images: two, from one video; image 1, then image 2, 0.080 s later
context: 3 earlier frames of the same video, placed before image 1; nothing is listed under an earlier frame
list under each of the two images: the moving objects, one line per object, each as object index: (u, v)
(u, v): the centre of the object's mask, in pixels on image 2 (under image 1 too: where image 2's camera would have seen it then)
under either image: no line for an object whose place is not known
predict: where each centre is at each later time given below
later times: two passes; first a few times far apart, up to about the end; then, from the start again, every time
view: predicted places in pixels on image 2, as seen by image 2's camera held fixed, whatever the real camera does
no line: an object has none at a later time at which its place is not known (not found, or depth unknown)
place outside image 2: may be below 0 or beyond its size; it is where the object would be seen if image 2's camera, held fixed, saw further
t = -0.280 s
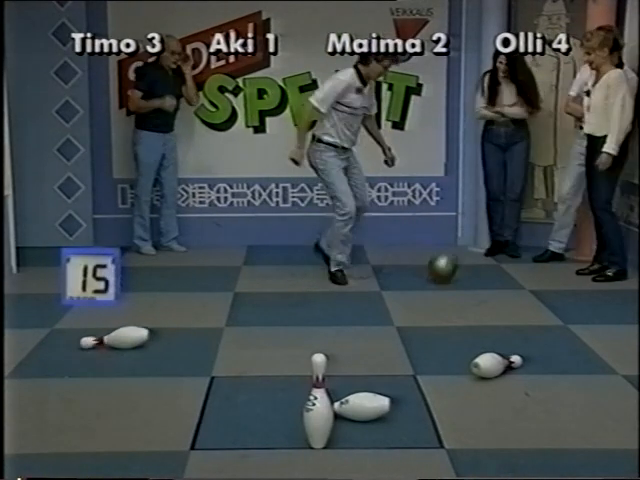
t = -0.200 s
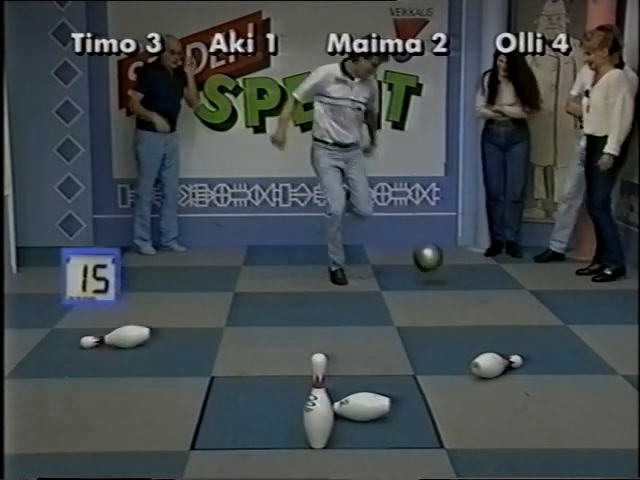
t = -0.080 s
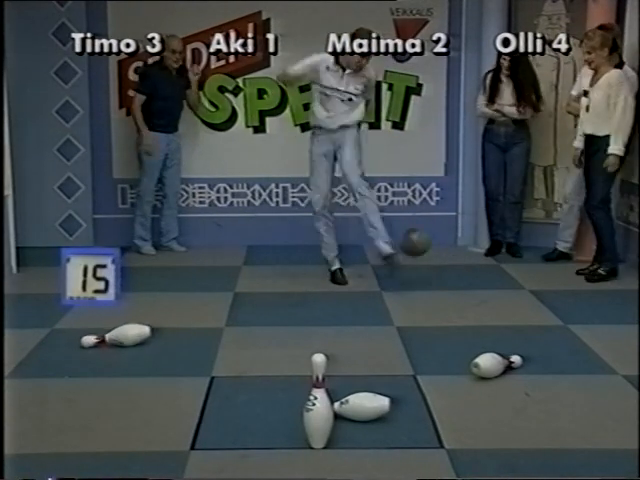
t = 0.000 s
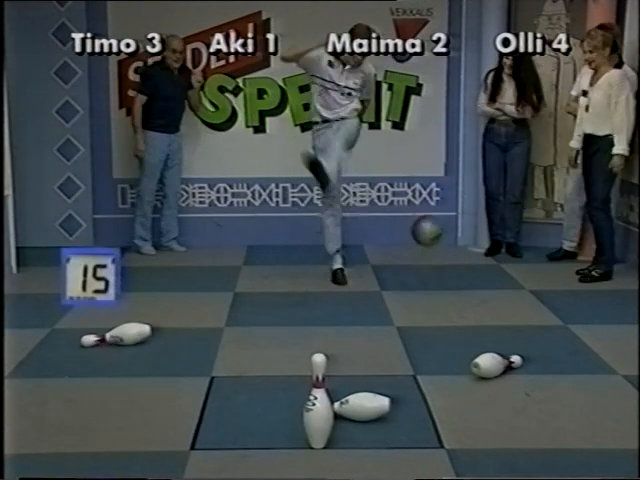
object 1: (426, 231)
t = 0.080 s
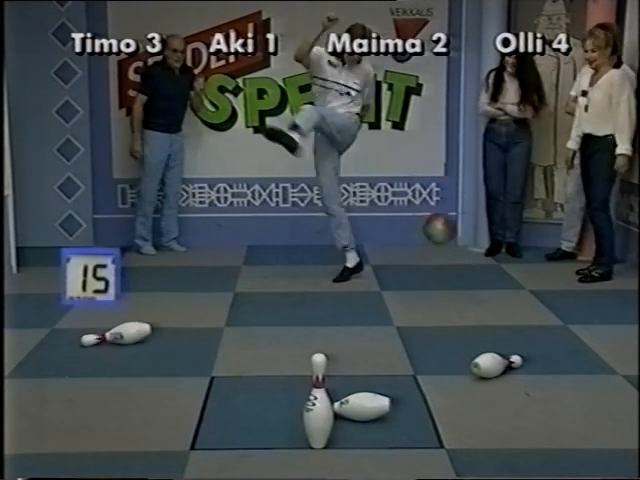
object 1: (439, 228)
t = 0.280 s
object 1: (466, 263)
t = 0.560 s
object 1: (447, 274)
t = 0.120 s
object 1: (446, 229)
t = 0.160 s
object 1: (453, 237)
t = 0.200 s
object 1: (459, 241)
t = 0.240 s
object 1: (464, 250)
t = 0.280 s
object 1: (466, 263)
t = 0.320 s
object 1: (469, 282)
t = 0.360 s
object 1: (470, 299)
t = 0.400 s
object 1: (469, 319)
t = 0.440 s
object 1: (467, 315)
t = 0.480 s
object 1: (462, 299)
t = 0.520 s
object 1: (455, 285)
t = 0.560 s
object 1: (447, 274)
